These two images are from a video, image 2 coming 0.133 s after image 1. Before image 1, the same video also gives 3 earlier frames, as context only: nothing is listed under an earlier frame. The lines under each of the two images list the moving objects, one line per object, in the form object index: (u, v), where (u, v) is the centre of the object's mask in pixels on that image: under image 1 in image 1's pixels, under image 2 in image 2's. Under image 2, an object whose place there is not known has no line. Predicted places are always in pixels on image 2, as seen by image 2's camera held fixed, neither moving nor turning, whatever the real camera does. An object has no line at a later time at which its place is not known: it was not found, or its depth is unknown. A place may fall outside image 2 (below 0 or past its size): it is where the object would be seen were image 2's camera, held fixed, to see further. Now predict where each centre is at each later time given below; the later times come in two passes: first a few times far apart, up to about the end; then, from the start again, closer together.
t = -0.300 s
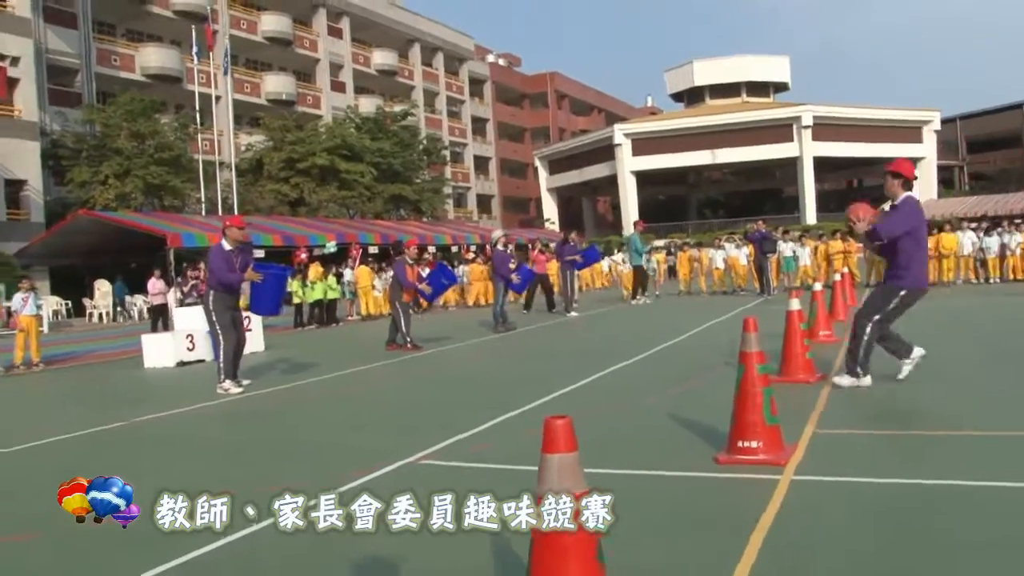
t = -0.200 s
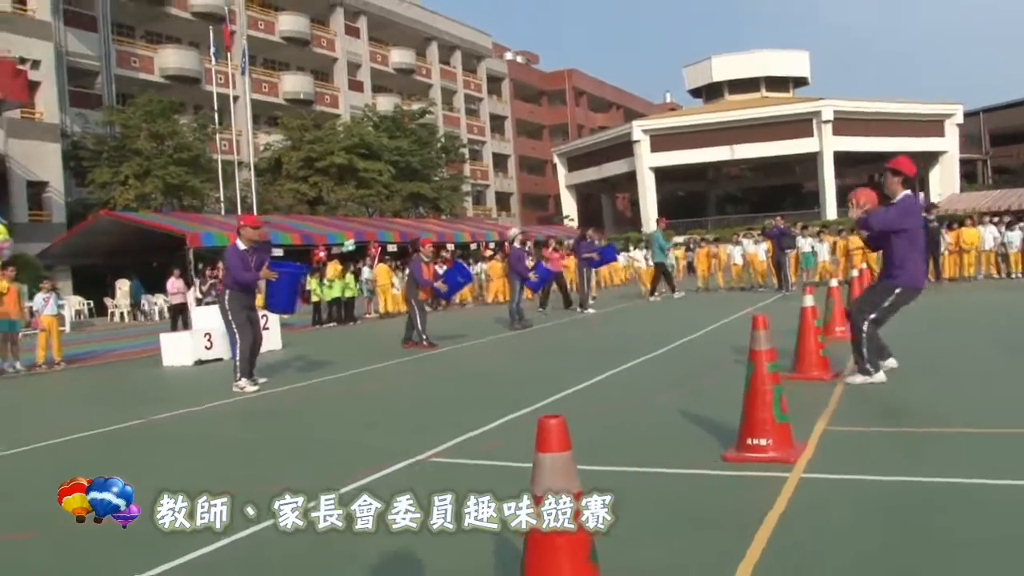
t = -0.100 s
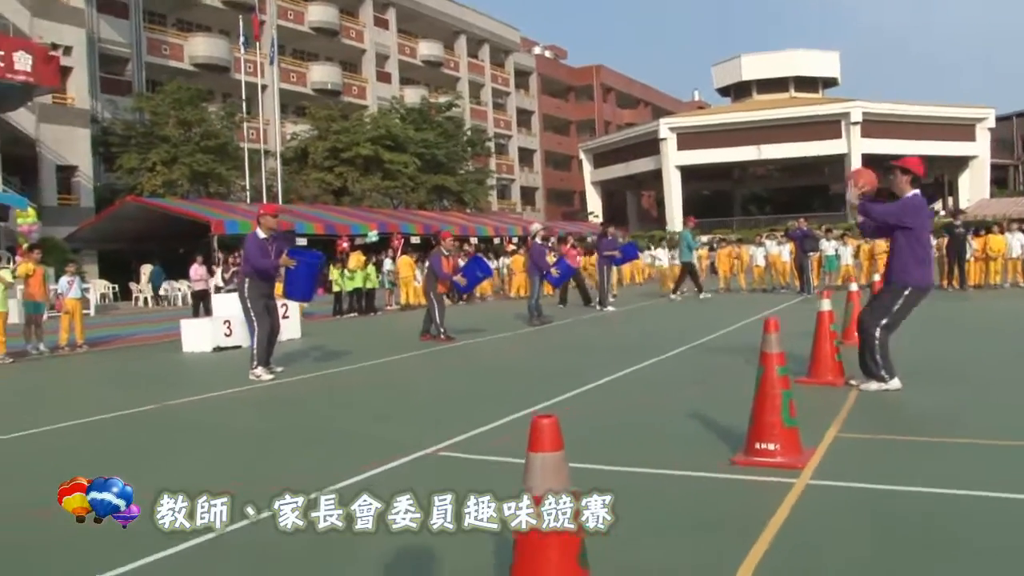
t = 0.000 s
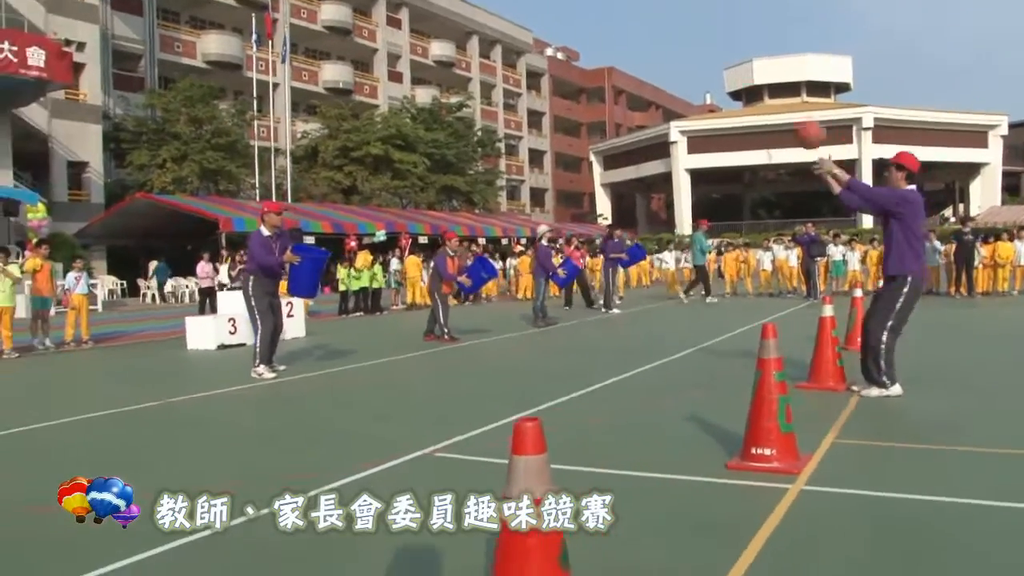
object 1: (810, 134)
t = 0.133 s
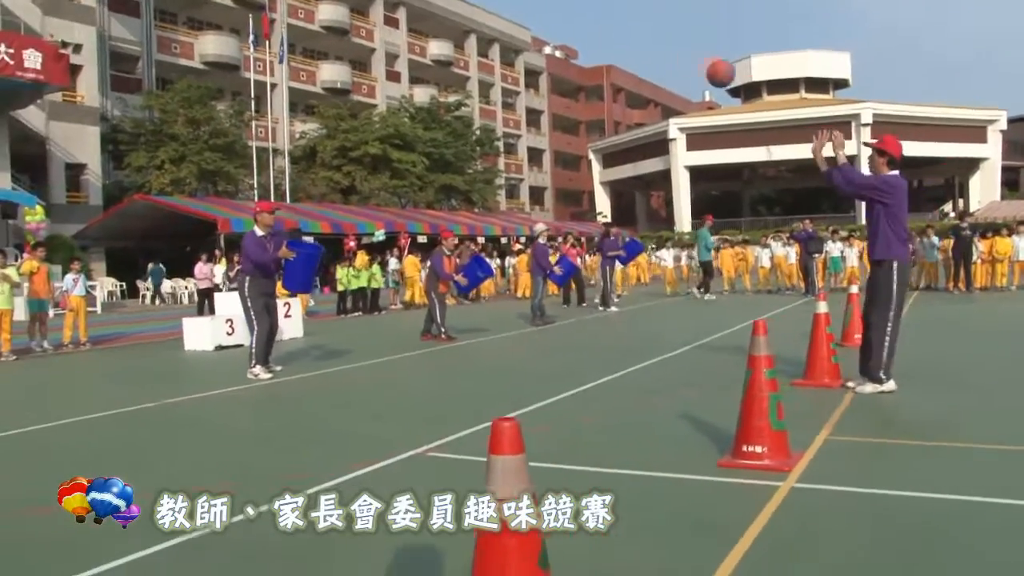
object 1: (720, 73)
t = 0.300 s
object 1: (622, 38)
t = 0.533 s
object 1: (499, 47)
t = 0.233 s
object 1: (660, 48)
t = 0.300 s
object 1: (622, 38)
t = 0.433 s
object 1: (551, 36)
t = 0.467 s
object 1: (533, 39)
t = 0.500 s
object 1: (516, 43)
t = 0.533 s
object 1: (499, 47)
